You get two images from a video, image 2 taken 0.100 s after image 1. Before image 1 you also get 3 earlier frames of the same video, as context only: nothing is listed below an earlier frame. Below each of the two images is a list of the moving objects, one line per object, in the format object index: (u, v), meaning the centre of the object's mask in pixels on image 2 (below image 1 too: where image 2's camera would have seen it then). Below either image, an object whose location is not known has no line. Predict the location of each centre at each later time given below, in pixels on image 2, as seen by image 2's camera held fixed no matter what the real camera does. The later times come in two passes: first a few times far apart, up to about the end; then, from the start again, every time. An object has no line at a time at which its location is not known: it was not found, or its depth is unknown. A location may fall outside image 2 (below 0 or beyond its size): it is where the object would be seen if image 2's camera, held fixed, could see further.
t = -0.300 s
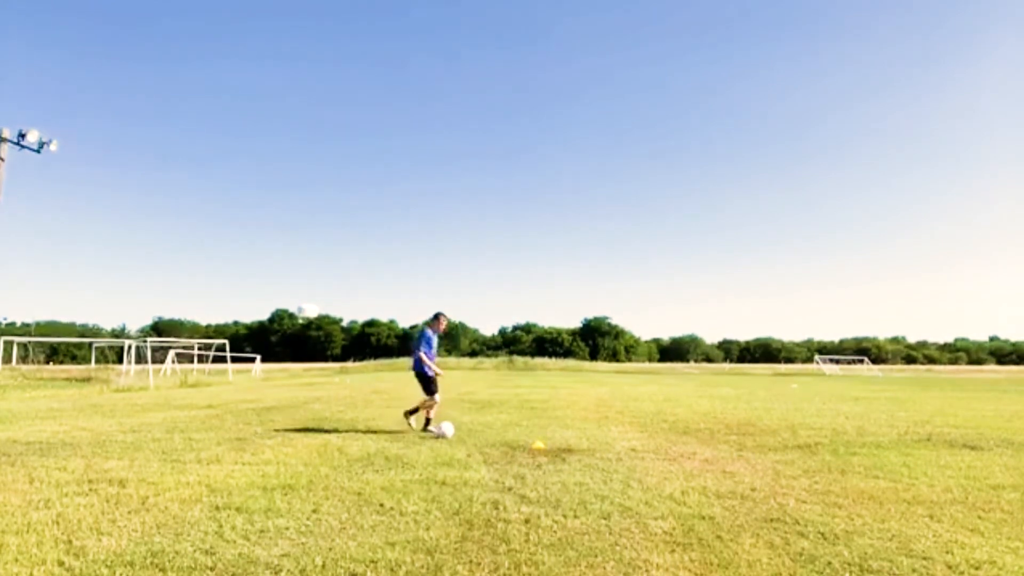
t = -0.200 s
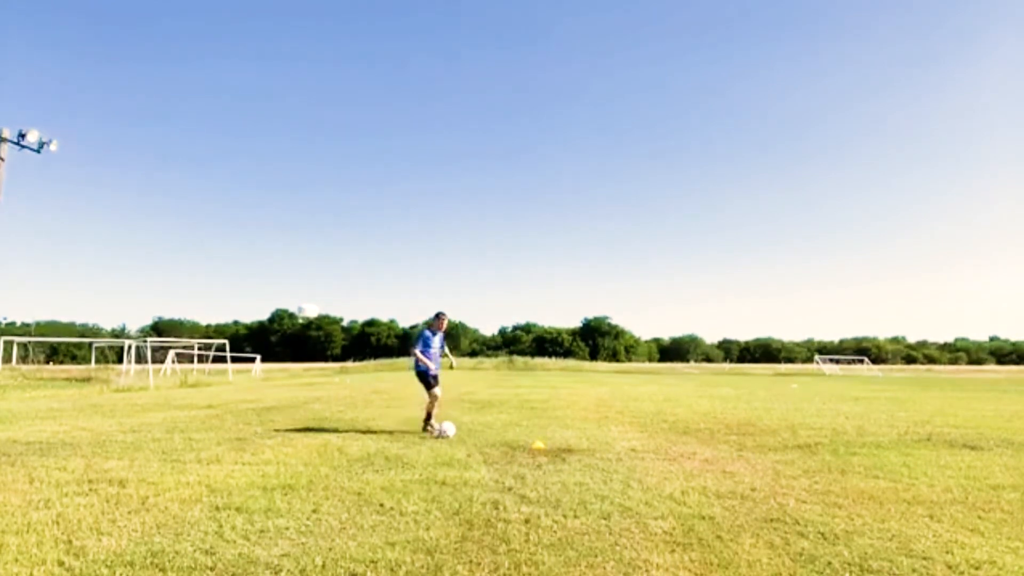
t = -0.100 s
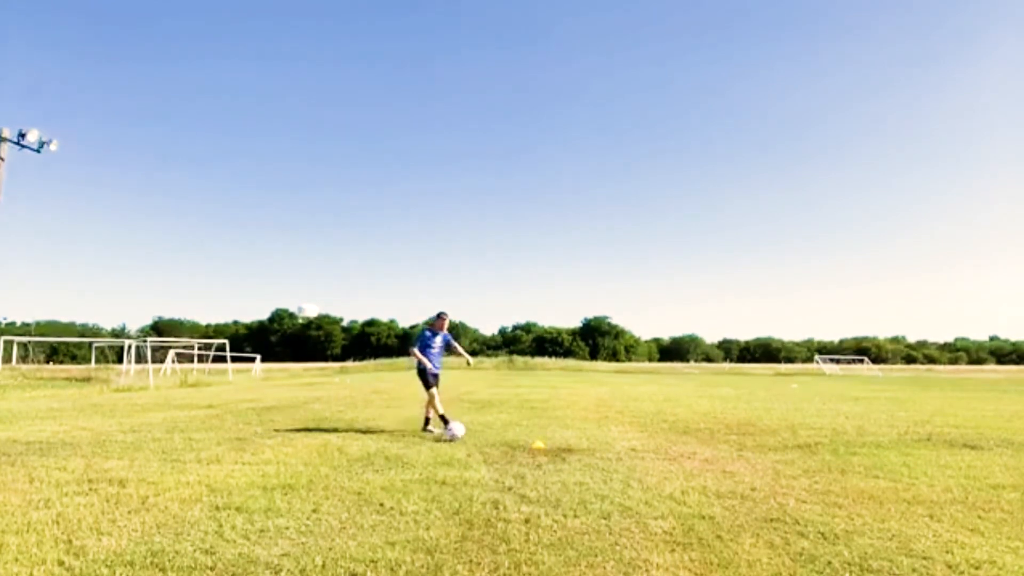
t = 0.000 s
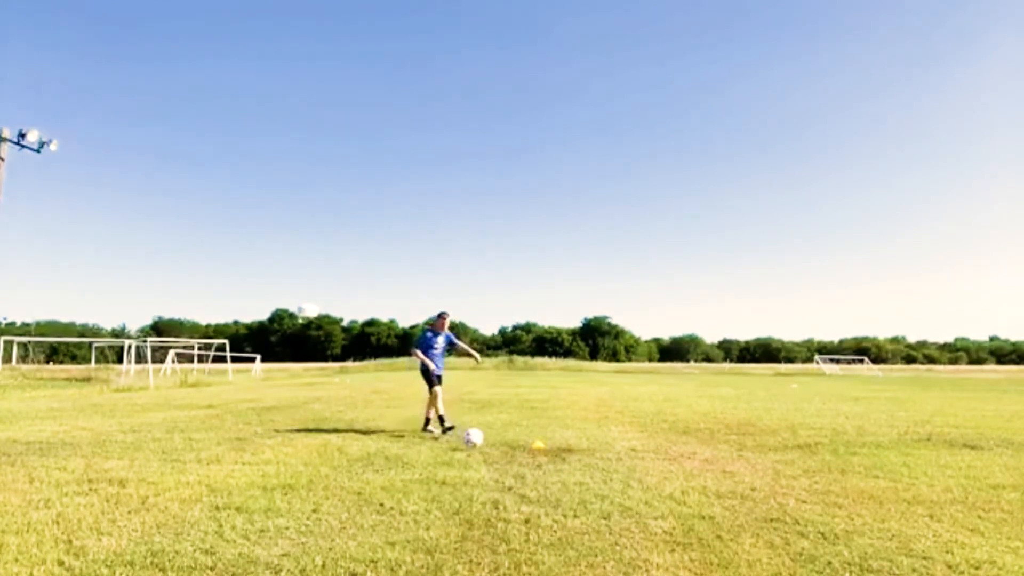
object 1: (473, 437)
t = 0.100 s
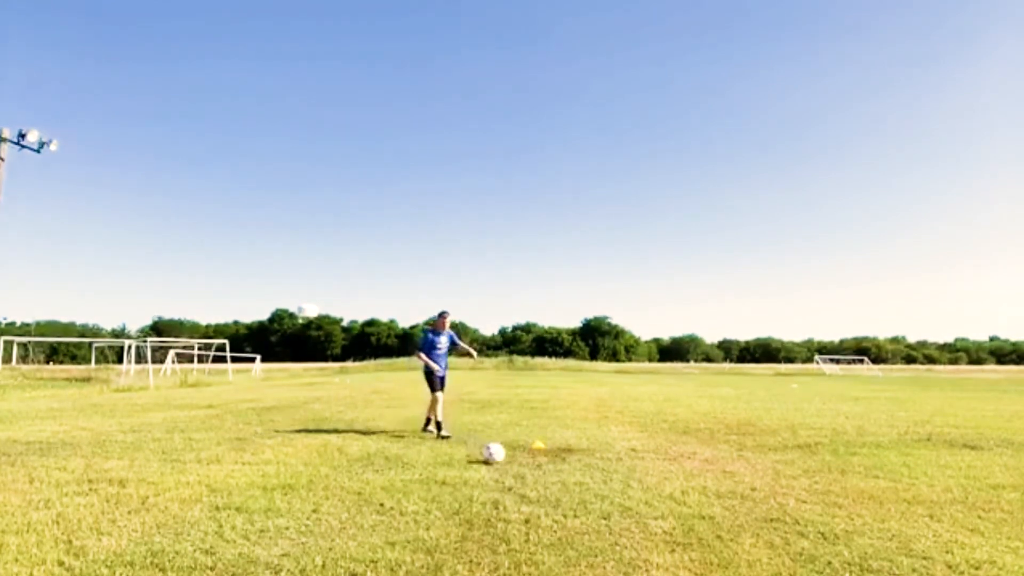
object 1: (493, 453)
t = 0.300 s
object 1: (542, 454)
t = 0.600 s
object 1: (641, 500)
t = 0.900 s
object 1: (797, 564)
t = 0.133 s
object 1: (501, 451)
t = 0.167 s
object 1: (508, 449)
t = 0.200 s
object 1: (516, 448)
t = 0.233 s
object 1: (524, 449)
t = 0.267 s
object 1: (532, 450)
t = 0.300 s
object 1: (542, 454)
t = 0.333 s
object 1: (551, 460)
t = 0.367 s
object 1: (562, 467)
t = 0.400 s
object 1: (573, 475)
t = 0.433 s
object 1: (585, 486)
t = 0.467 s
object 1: (597, 497)
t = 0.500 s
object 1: (608, 496)
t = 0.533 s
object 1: (618, 495)
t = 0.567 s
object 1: (629, 497)
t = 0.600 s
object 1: (641, 500)
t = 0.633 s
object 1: (654, 506)
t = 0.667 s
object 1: (667, 516)
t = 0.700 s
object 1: (683, 525)
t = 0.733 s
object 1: (699, 541)
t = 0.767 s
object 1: (715, 557)
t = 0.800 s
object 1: (733, 557)
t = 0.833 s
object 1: (753, 558)
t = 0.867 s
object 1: (775, 560)
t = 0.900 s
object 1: (797, 564)
